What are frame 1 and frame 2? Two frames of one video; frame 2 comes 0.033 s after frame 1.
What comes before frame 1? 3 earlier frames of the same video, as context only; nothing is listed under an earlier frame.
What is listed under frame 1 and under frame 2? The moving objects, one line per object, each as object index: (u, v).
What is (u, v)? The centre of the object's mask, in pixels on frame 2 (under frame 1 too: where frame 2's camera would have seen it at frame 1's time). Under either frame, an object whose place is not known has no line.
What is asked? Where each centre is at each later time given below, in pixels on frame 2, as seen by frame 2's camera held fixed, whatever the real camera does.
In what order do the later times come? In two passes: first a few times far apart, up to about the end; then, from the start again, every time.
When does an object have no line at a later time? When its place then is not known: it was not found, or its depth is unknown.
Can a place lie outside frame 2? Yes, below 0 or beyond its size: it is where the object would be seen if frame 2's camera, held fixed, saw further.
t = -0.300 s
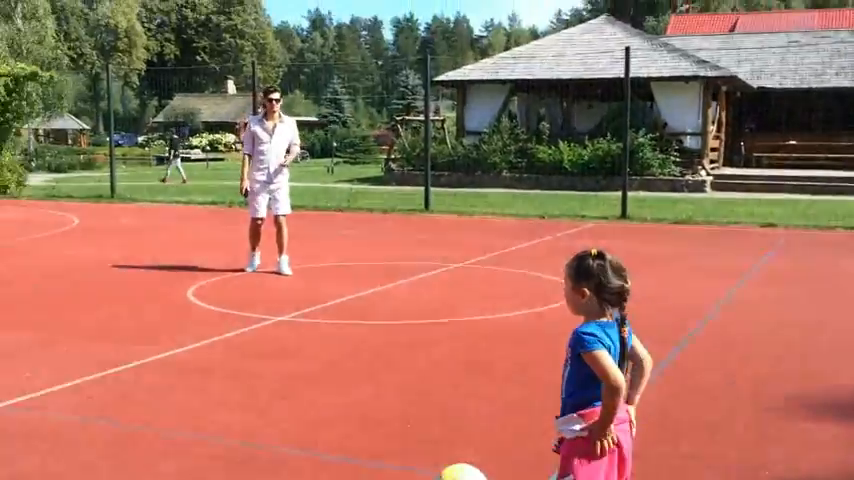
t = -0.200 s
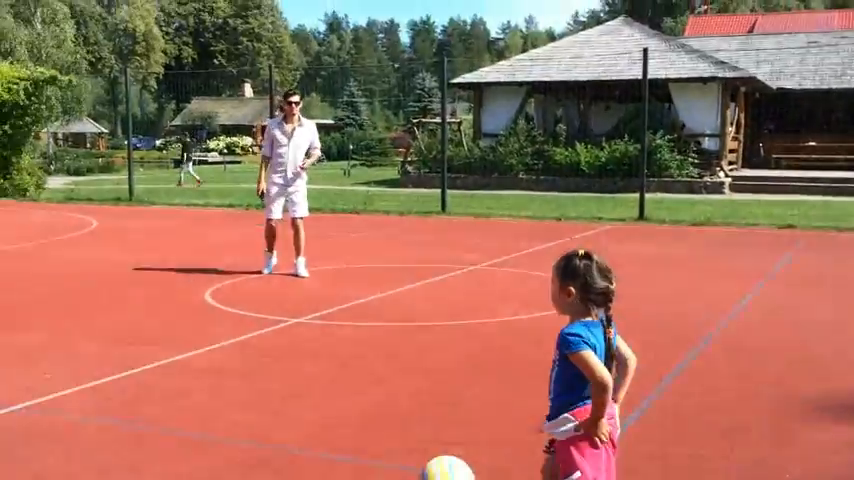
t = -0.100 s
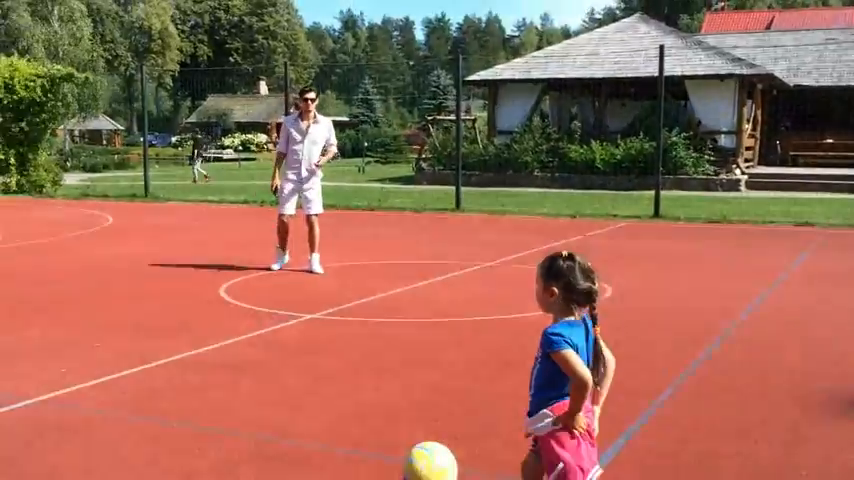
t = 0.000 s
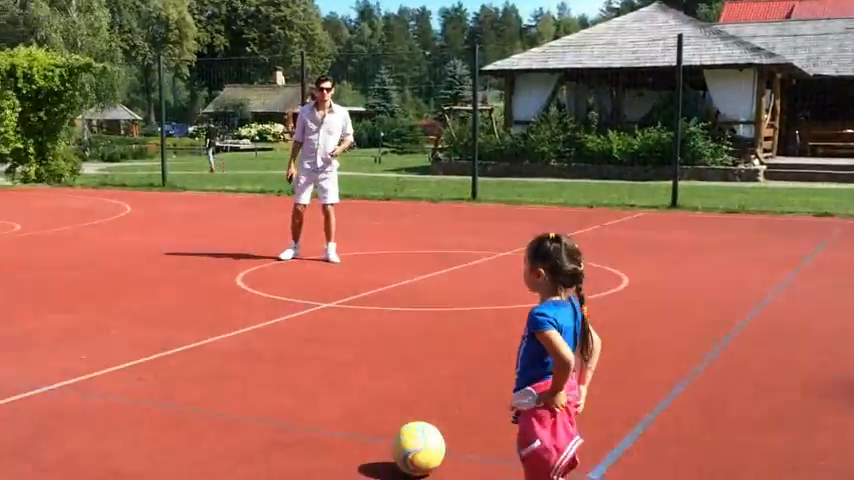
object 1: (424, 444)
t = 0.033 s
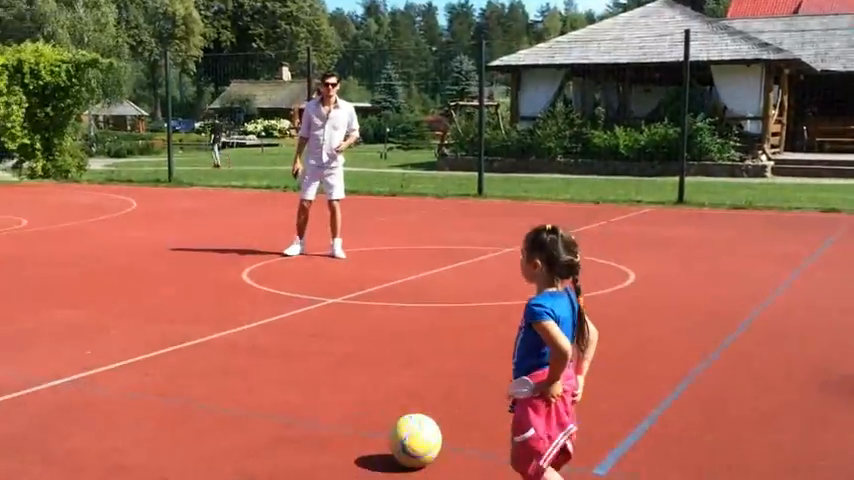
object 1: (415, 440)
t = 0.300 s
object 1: (346, 418)
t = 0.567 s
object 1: (285, 402)
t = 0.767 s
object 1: (240, 390)
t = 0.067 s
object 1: (407, 437)
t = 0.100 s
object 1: (399, 434)
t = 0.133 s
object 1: (390, 431)
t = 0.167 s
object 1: (381, 429)
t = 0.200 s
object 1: (373, 426)
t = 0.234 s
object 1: (363, 423)
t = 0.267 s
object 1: (354, 421)
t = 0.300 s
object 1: (346, 418)
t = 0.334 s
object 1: (338, 417)
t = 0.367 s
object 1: (330, 414)
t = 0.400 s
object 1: (323, 412)
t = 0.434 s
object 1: (315, 410)
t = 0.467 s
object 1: (307, 408)
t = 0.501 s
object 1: (300, 405)
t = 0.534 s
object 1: (292, 403)
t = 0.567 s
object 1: (285, 402)
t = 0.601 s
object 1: (277, 399)
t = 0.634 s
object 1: (270, 398)
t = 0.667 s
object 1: (262, 396)
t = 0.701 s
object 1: (255, 394)
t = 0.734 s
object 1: (248, 392)
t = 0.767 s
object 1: (240, 390)
